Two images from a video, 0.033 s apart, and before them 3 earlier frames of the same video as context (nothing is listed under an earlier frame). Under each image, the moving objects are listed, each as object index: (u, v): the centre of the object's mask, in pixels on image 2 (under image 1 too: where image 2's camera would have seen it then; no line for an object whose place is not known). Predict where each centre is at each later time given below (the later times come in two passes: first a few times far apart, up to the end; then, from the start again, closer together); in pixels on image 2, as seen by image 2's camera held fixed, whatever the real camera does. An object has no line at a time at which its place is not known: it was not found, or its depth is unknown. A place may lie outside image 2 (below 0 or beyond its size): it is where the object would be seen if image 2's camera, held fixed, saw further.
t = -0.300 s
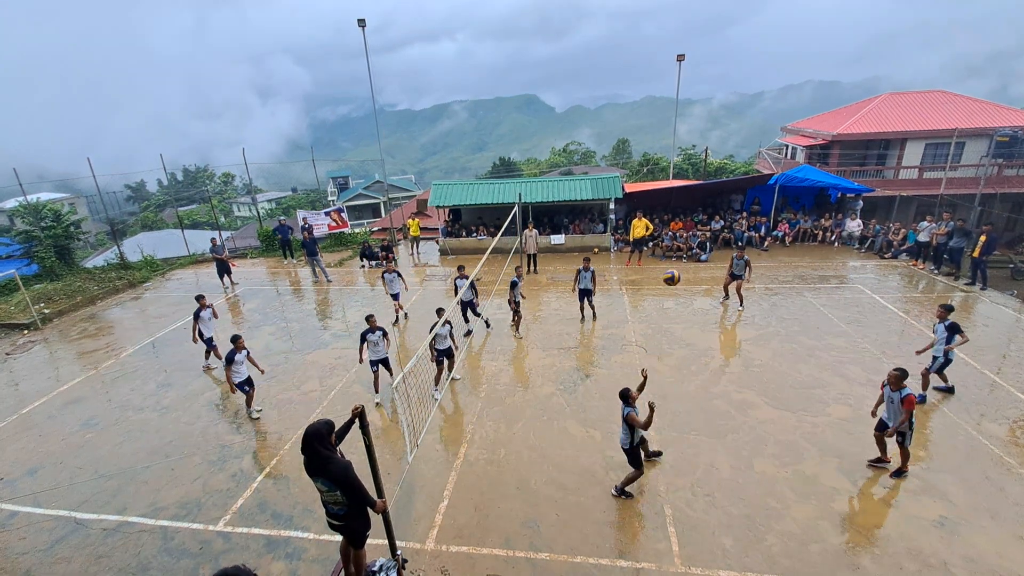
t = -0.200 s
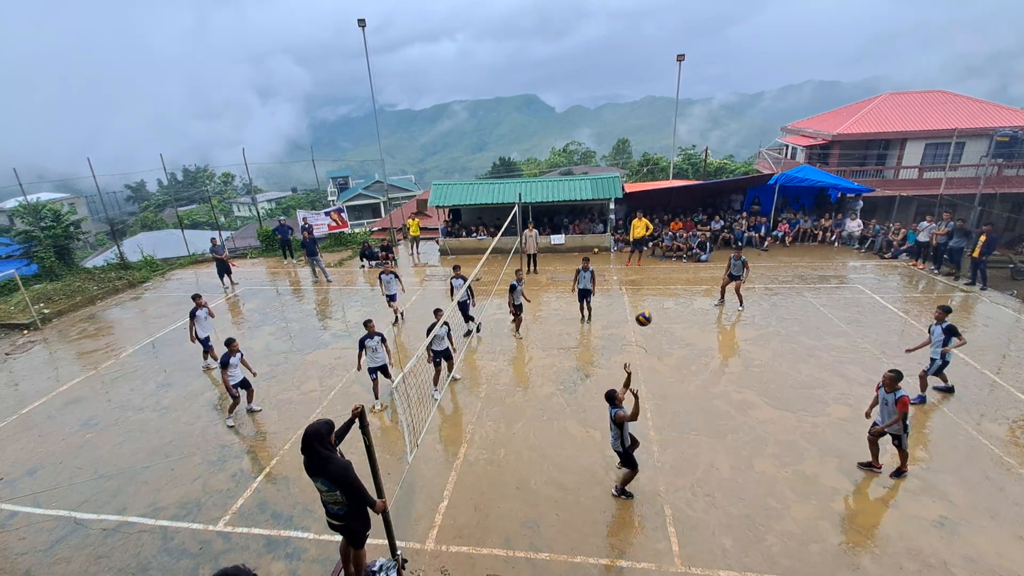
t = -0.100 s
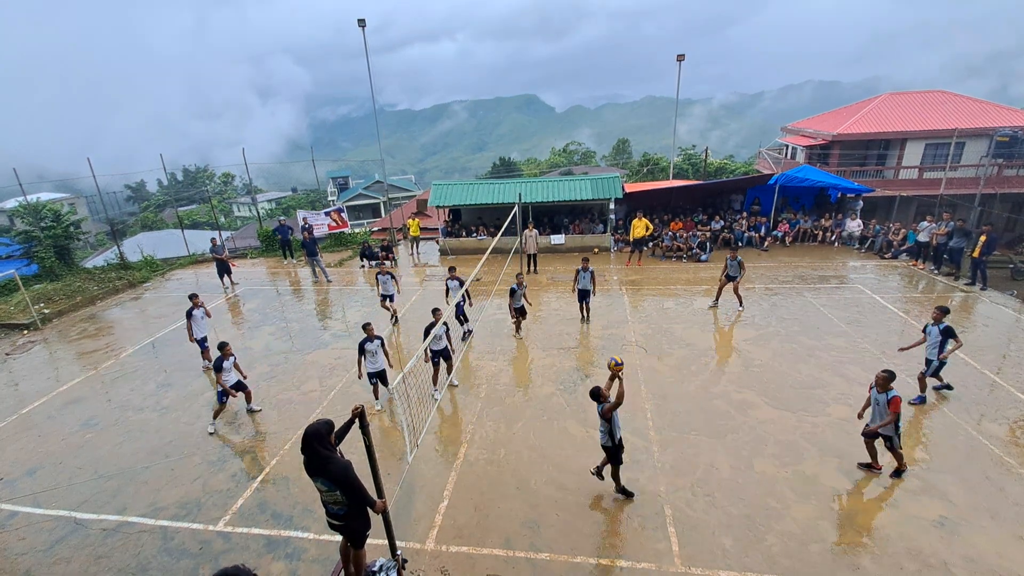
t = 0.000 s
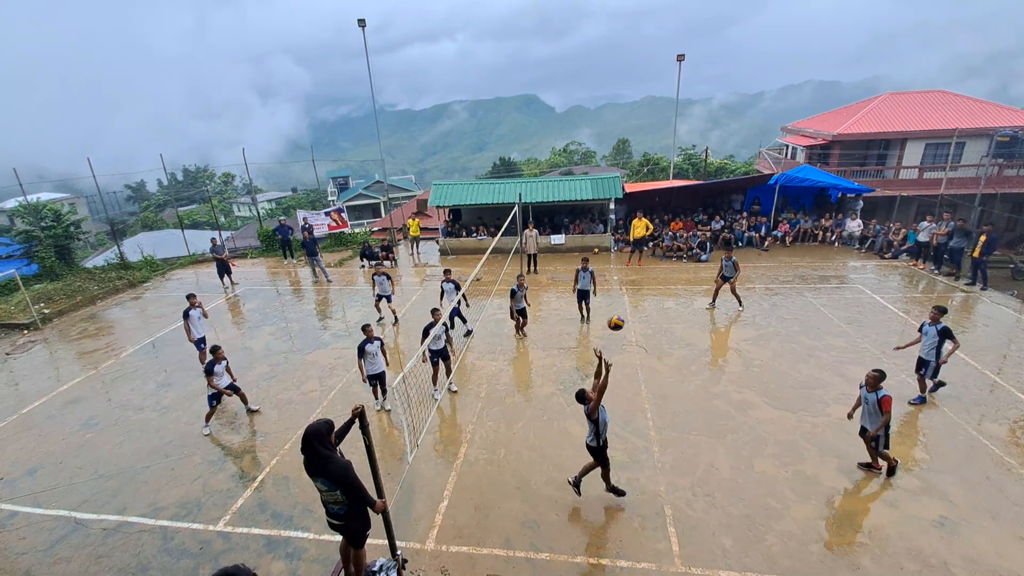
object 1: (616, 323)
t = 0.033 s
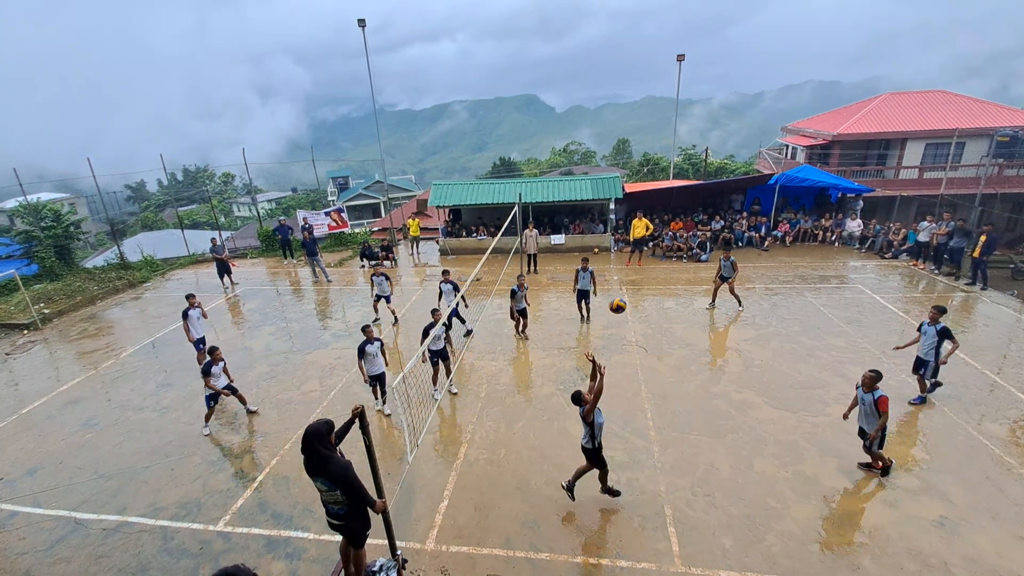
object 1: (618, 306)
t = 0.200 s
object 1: (627, 227)
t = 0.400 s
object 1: (640, 159)
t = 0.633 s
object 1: (653, 120)
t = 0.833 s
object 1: (663, 128)
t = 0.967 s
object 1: (667, 154)
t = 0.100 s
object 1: (621, 273)
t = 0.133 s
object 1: (623, 257)
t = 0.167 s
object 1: (625, 242)
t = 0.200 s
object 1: (627, 227)
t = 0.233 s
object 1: (629, 213)
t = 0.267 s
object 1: (632, 202)
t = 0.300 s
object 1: (633, 189)
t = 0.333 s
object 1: (636, 178)
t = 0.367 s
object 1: (638, 167)
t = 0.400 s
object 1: (640, 159)
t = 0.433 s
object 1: (642, 150)
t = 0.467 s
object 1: (643, 142)
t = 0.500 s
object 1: (645, 136)
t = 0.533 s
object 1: (647, 130)
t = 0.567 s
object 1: (649, 126)
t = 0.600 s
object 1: (651, 122)
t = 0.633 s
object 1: (653, 120)
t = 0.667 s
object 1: (655, 118)
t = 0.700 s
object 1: (656, 118)
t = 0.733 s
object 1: (658, 118)
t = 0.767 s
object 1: (660, 121)
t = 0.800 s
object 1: (661, 123)
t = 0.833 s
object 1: (663, 128)
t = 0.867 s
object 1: (664, 133)
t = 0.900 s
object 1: (665, 139)
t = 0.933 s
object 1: (666, 146)
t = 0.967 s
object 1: (667, 154)
